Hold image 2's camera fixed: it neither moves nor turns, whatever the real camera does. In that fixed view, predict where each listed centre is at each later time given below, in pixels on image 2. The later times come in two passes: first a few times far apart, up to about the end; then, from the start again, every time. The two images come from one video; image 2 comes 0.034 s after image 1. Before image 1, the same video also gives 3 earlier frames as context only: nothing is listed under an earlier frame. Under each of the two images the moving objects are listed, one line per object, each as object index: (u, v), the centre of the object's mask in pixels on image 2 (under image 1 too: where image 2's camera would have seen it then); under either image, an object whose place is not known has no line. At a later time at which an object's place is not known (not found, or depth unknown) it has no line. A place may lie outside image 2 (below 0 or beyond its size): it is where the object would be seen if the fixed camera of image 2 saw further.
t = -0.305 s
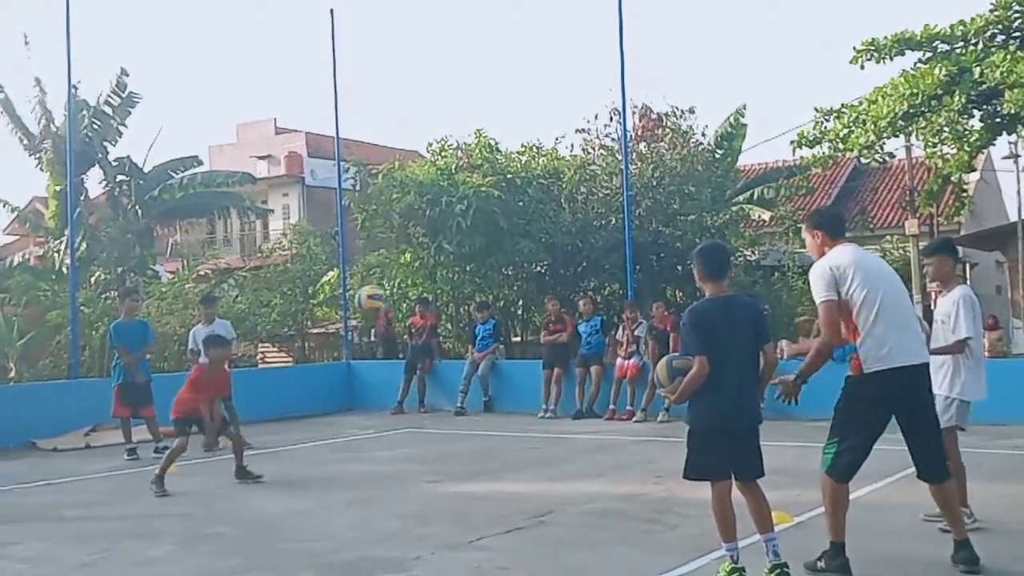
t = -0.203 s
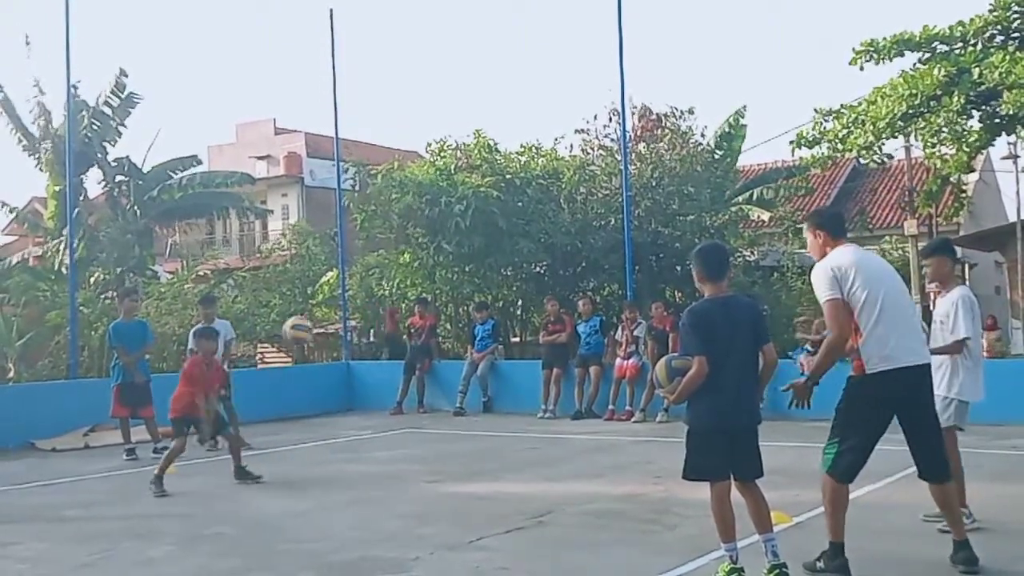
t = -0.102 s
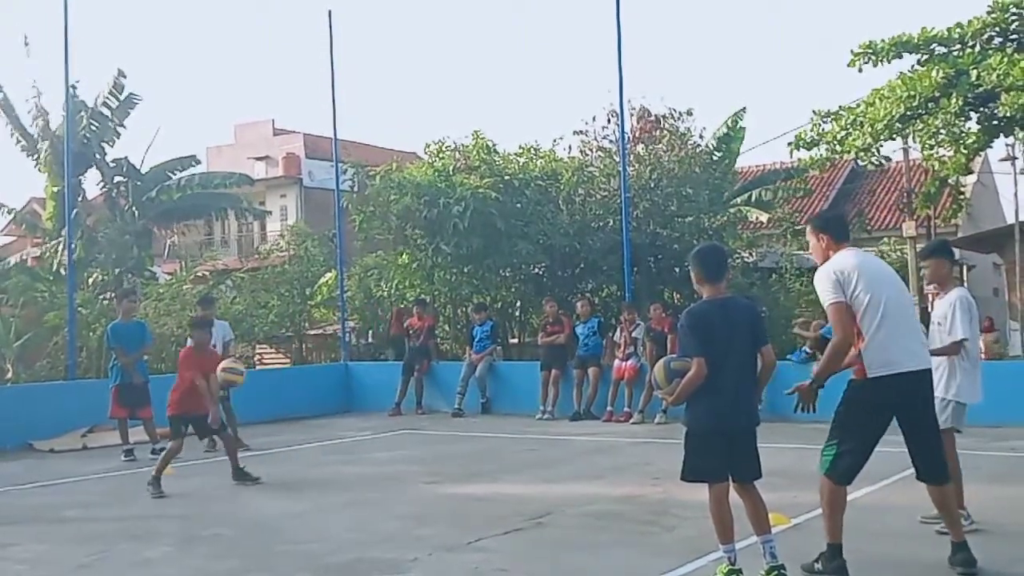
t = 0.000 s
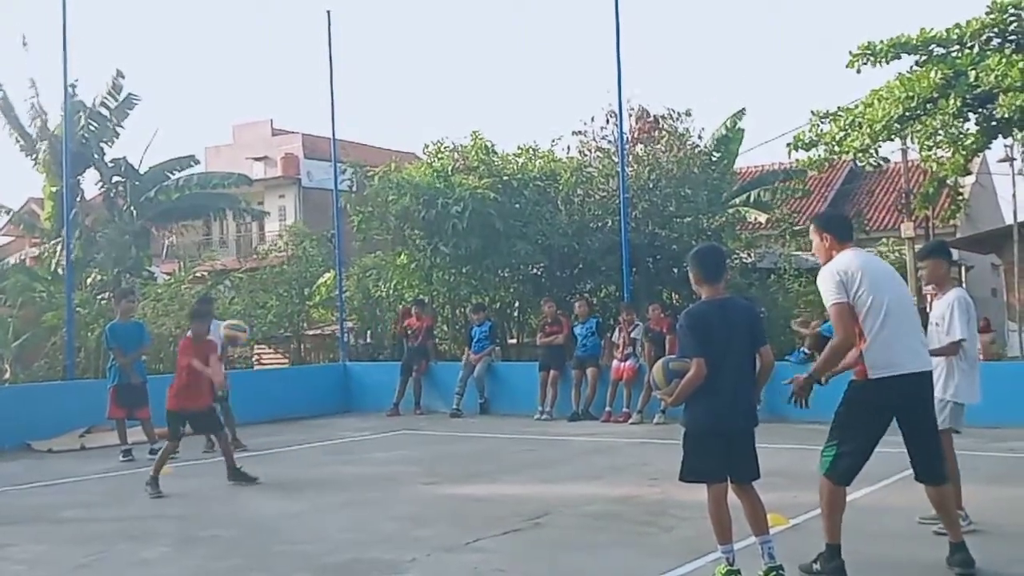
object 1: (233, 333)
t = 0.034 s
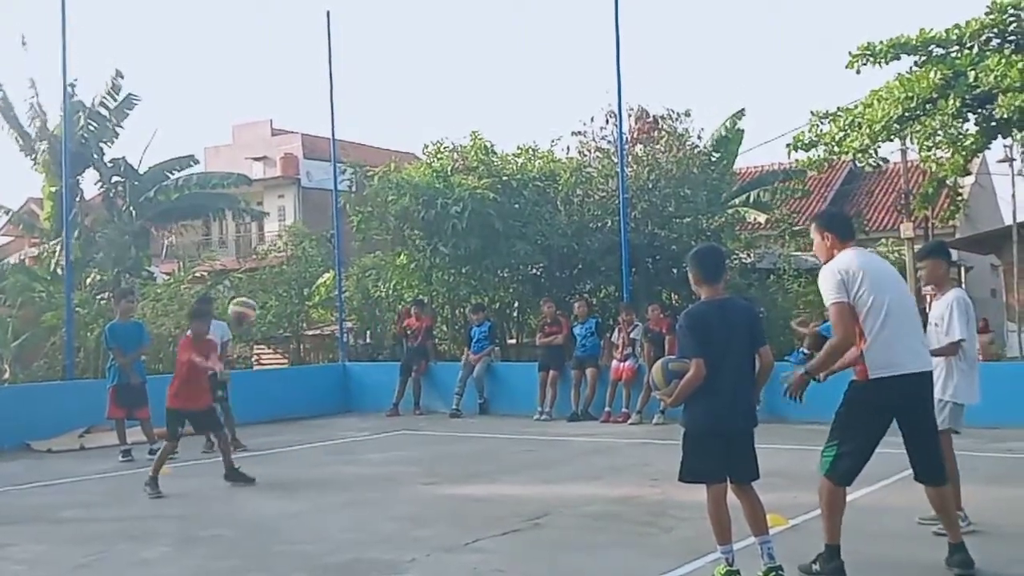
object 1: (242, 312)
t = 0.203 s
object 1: (297, 220)
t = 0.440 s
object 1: (393, 144)
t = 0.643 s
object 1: (500, 144)
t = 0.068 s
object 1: (253, 291)
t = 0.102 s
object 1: (263, 270)
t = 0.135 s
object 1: (273, 252)
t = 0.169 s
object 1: (285, 237)
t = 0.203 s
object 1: (297, 220)
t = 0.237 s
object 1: (309, 204)
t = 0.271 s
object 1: (320, 189)
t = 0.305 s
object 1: (336, 178)
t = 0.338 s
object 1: (348, 166)
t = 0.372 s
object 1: (362, 157)
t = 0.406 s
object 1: (377, 150)
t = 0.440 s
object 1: (393, 144)
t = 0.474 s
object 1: (410, 139)
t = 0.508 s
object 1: (427, 136)
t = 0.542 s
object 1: (443, 135)
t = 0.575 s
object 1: (462, 136)
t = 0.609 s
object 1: (480, 138)
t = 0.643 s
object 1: (500, 144)
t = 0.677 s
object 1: (520, 152)
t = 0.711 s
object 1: (541, 162)
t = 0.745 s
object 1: (564, 175)
